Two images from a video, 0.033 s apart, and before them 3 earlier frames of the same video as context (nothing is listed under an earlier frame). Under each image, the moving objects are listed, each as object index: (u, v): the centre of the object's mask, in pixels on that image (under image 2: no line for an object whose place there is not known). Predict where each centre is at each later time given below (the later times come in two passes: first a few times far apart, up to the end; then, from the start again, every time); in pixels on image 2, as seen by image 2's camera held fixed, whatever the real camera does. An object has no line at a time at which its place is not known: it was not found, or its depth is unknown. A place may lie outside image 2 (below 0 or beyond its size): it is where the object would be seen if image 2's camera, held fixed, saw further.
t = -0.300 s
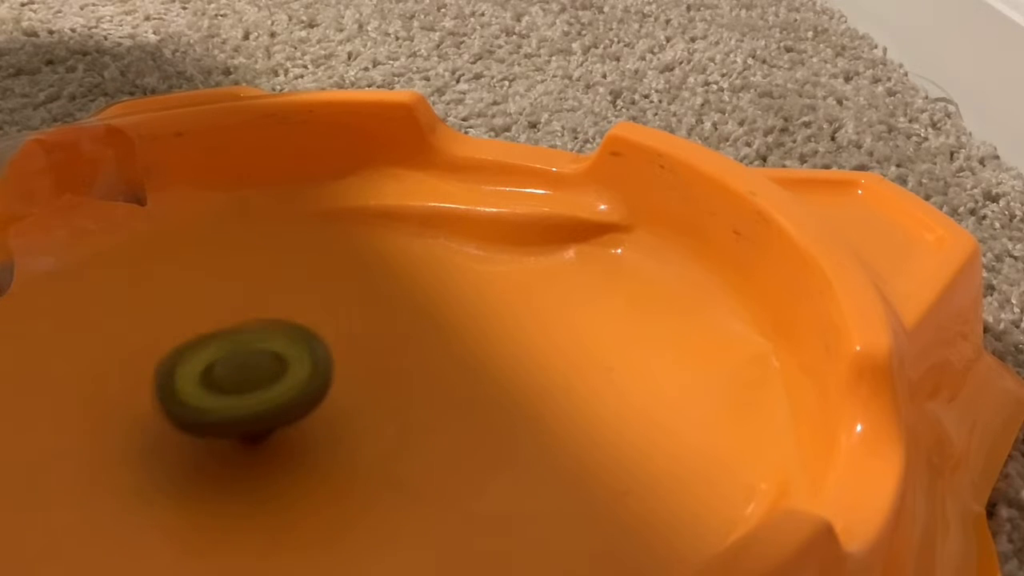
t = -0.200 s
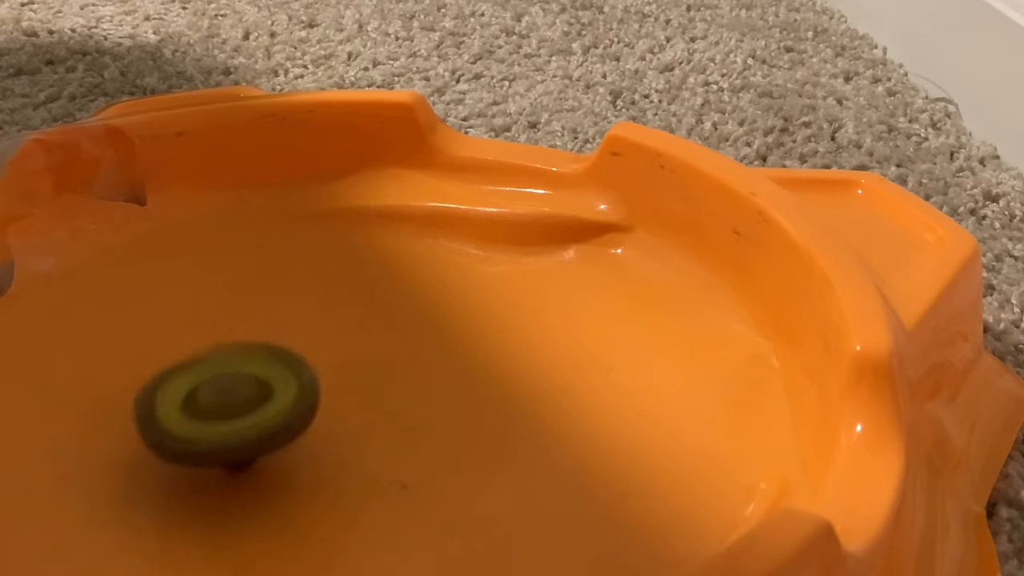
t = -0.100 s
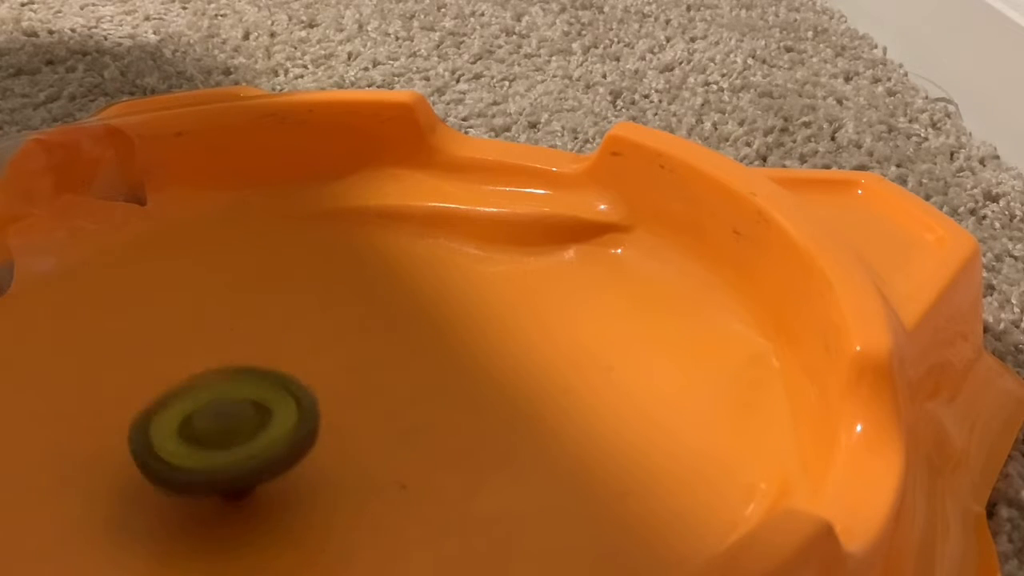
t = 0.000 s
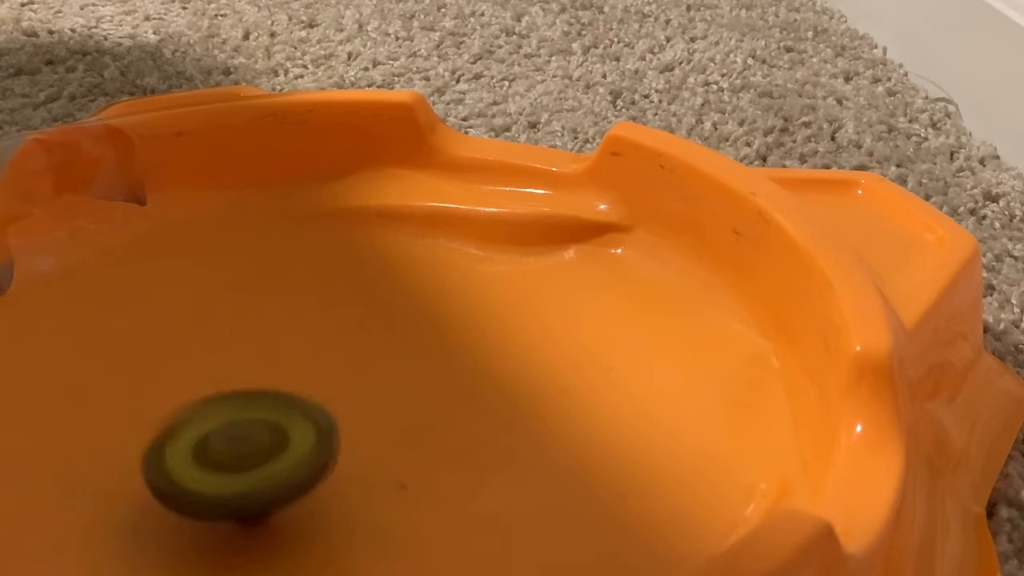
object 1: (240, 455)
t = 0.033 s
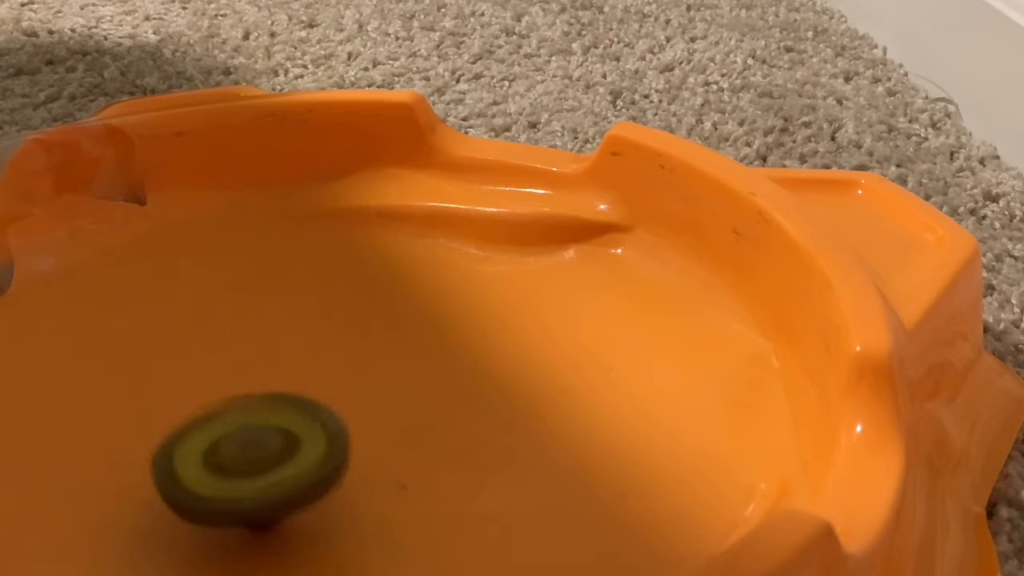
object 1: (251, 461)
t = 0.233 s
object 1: (326, 475)
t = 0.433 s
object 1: (372, 446)
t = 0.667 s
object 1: (338, 409)
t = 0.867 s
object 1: (271, 393)
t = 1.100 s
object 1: (180, 405)
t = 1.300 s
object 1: (129, 424)
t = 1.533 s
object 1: (112, 444)
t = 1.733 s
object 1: (147, 457)
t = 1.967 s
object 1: (232, 445)
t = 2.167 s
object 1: (301, 414)
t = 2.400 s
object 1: (321, 372)
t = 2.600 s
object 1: (283, 361)
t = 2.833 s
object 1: (237, 387)
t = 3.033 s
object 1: (239, 426)
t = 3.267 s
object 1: (290, 452)
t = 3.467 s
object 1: (339, 448)
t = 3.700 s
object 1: (350, 423)
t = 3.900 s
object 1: (319, 405)
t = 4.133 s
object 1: (249, 401)
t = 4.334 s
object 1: (190, 415)
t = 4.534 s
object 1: (146, 437)
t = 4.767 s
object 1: (147, 454)
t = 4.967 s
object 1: (198, 453)
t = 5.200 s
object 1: (273, 430)
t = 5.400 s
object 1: (308, 394)
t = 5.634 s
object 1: (283, 368)
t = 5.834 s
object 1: (243, 375)
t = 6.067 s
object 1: (228, 409)
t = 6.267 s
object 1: (254, 438)
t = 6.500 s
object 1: (308, 446)
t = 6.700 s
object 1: (333, 440)
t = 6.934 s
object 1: (330, 423)
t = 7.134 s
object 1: (302, 406)
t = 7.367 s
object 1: (235, 404)
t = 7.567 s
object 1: (187, 417)
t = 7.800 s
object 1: (159, 435)
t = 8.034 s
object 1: (175, 445)
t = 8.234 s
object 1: (227, 442)
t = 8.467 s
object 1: (295, 418)
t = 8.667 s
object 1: (318, 386)
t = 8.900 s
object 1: (286, 373)
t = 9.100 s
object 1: (252, 387)
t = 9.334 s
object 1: (242, 422)
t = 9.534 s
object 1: (263, 443)
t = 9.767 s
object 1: (295, 447)
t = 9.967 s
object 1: (303, 441)
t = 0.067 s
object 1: (263, 466)
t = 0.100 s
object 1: (274, 470)
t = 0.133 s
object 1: (287, 473)
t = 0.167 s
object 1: (300, 475)
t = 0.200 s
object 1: (313, 476)
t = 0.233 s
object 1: (326, 475)
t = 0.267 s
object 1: (338, 472)
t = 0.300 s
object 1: (348, 469)
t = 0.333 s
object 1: (358, 464)
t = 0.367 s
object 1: (365, 459)
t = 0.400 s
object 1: (370, 452)
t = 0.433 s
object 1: (372, 446)
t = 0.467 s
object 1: (372, 440)
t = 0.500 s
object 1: (370, 434)
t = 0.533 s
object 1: (366, 428)
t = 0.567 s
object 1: (361, 422)
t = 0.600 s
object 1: (353, 418)
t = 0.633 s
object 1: (346, 414)
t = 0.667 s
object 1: (338, 409)
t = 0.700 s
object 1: (329, 405)
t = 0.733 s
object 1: (321, 402)
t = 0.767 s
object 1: (309, 399)
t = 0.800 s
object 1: (297, 396)
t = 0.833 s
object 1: (285, 394)
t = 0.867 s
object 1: (271, 393)
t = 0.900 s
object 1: (257, 394)
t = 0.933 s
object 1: (242, 395)
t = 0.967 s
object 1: (225, 397)
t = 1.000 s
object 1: (212, 398)
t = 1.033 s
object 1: (198, 401)
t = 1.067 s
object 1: (188, 402)
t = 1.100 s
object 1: (180, 405)
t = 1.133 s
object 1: (171, 409)
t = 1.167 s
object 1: (161, 412)
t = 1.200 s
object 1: (151, 415)
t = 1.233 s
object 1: (143, 419)
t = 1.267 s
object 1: (136, 421)
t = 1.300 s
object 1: (129, 424)
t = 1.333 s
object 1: (124, 427)
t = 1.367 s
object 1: (120, 430)
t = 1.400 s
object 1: (116, 433)
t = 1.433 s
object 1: (113, 435)
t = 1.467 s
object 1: (112, 438)
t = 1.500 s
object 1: (111, 441)
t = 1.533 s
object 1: (112, 444)
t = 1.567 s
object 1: (114, 447)
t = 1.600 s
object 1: (118, 450)
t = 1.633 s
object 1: (123, 452)
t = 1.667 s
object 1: (129, 454)
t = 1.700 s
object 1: (138, 456)
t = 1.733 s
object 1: (147, 457)
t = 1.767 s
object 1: (158, 457)
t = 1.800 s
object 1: (170, 456)
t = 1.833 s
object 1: (182, 454)
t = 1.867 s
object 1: (193, 452)
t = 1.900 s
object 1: (206, 450)
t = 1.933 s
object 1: (219, 447)
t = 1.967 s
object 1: (232, 445)
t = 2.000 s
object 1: (246, 441)
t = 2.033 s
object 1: (259, 438)
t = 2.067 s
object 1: (271, 433)
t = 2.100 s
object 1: (283, 427)
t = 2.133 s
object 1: (293, 421)
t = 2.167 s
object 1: (301, 414)
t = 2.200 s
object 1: (310, 407)
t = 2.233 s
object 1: (317, 400)
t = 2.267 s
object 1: (321, 394)
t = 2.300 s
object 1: (325, 388)
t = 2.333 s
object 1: (325, 382)
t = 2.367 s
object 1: (324, 377)
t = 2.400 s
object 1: (321, 372)
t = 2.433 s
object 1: (317, 368)
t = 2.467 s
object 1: (311, 365)
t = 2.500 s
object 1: (305, 363)
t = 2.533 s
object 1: (298, 362)
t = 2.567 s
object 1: (290, 361)
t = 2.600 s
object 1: (283, 361)
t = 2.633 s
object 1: (275, 362)
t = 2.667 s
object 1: (267, 364)
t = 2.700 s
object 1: (260, 367)
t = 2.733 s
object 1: (252, 371)
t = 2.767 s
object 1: (244, 376)
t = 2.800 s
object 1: (239, 381)
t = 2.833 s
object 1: (237, 387)
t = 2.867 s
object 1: (235, 393)
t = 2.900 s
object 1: (233, 400)
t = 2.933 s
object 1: (232, 406)
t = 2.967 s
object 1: (233, 413)
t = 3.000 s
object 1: (235, 420)
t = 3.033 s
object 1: (239, 426)
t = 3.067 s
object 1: (243, 432)
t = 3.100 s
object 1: (248, 437)
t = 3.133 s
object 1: (256, 441)
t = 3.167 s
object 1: (263, 445)
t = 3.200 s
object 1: (272, 447)
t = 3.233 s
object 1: (281, 449)
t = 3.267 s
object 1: (290, 452)
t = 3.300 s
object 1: (300, 453)
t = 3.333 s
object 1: (309, 453)
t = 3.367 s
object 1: (318, 453)
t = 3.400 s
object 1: (325, 452)
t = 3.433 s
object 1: (333, 450)
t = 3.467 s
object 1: (339, 448)
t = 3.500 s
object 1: (345, 445)
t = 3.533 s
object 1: (349, 442)
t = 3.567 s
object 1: (352, 439)
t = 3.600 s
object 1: (354, 435)
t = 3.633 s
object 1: (354, 431)
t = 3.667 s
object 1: (353, 427)
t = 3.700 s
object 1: (350, 423)
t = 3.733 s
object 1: (346, 420)
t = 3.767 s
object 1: (341, 417)
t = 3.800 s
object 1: (336, 414)
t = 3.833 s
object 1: (331, 411)
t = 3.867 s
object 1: (325, 408)
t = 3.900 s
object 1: (319, 405)
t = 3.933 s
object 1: (311, 402)
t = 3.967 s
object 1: (303, 400)
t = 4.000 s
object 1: (292, 399)
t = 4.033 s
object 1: (282, 398)
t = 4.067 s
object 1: (272, 399)
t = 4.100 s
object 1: (260, 400)
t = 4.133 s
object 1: (249, 401)
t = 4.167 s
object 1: (238, 402)
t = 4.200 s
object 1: (227, 405)
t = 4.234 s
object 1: (216, 407)
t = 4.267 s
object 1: (207, 409)
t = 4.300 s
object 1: (198, 412)
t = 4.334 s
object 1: (190, 415)
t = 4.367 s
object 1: (181, 419)
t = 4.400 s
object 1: (173, 423)
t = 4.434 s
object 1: (167, 427)
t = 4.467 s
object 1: (160, 430)
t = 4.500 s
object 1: (152, 434)
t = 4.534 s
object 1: (146, 437)
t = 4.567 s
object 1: (142, 440)
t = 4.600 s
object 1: (140, 442)
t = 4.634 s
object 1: (138, 445)
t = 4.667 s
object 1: (138, 448)
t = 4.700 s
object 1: (140, 450)
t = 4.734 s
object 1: (143, 452)
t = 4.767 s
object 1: (147, 454)
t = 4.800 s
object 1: (152, 455)
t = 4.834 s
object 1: (159, 456)
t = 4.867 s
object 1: (167, 456)
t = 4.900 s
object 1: (176, 456)
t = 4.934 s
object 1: (187, 454)
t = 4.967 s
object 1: (198, 453)
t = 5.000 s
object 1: (208, 450)
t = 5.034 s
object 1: (218, 448)
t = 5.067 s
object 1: (230, 445)
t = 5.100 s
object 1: (243, 442)
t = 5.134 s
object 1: (253, 439)
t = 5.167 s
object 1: (263, 435)
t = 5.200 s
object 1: (273, 430)
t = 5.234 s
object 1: (282, 424)
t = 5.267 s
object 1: (289, 418)
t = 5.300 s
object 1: (295, 411)
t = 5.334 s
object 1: (300, 406)
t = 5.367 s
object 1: (305, 400)
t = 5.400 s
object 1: (308, 394)
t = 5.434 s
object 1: (309, 389)
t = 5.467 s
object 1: (308, 384)
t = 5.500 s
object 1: (305, 379)
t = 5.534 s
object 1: (301, 375)
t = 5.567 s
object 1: (296, 372)
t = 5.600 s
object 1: (289, 370)
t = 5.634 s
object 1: (283, 368)
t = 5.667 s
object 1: (276, 368)
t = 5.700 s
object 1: (270, 368)
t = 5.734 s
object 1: (264, 369)
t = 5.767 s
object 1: (256, 370)
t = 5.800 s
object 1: (249, 372)
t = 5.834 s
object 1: (243, 375)
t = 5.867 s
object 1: (237, 379)
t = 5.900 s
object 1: (234, 383)
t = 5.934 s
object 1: (232, 388)
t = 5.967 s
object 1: (230, 392)
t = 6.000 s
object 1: (229, 397)
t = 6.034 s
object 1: (228, 403)
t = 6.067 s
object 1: (228, 409)
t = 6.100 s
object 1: (230, 414)
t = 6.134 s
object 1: (234, 420)
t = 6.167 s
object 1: (238, 424)
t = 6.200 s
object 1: (242, 429)
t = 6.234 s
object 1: (247, 434)
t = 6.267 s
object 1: (254, 438)
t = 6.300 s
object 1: (262, 441)
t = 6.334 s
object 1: (271, 443)
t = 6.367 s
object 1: (279, 445)
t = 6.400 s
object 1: (287, 446)
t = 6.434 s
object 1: (295, 446)
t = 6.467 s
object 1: (302, 447)
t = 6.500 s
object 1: (308, 446)
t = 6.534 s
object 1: (314, 446)
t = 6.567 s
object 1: (320, 446)
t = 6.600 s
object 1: (324, 444)
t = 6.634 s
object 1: (327, 443)
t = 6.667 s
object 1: (330, 442)
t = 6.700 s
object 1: (333, 440)
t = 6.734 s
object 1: (335, 438)
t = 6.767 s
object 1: (336, 436)
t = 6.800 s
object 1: (337, 434)
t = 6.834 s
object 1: (337, 431)
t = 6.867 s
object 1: (336, 428)
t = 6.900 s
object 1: (333, 426)
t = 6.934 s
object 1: (330, 423)
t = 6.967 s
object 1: (326, 421)
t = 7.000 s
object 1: (322, 418)
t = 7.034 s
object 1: (318, 415)
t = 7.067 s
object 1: (313, 412)
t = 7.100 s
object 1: (308, 409)
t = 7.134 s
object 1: (302, 406)
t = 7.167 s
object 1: (295, 404)
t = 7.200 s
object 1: (286, 402)
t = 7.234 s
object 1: (277, 402)
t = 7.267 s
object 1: (266, 402)
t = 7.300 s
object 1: (256, 402)
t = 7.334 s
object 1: (245, 403)
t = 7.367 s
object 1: (235, 404)
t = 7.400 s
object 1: (226, 406)
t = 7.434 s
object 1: (217, 407)
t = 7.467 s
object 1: (208, 409)
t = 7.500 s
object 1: (201, 412)
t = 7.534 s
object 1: (194, 414)
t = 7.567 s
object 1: (187, 417)
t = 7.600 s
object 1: (182, 420)
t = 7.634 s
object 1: (177, 423)
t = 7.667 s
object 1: (171, 426)
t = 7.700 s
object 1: (167, 428)
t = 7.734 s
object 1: (163, 430)
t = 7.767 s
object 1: (161, 432)
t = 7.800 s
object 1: (159, 435)
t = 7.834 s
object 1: (158, 436)
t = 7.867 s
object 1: (157, 438)
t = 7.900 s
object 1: (158, 440)
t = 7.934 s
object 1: (160, 441)
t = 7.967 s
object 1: (164, 443)
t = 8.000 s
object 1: (169, 444)
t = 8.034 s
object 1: (175, 445)
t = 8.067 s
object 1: (182, 446)
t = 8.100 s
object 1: (189, 445)
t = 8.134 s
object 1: (198, 444)
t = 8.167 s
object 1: (207, 444)
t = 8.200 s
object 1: (217, 443)
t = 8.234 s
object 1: (227, 442)
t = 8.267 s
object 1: (237, 441)
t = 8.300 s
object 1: (248, 439)
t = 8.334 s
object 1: (258, 436)
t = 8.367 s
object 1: (268, 433)
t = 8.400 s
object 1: (278, 429)
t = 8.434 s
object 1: (286, 423)
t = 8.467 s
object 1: (295, 418)
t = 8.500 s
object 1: (301, 412)
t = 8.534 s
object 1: (308, 407)
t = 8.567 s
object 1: (313, 402)
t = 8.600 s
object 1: (316, 397)
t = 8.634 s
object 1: (318, 391)
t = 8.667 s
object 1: (318, 386)
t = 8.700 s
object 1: (317, 382)
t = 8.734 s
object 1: (314, 379)
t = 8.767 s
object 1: (310, 376)
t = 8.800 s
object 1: (306, 374)
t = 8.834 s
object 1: (300, 373)
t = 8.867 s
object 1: (293, 373)
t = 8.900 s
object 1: (286, 373)
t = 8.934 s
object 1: (279, 374)
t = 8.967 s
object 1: (273, 375)
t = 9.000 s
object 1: (266, 378)
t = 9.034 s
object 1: (260, 380)
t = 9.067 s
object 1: (256, 383)
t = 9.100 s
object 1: (252, 387)
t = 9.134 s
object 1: (249, 392)
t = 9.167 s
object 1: (245, 397)
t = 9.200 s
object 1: (242, 402)
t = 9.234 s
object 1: (240, 406)
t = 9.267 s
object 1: (240, 411)
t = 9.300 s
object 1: (241, 416)
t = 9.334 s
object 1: (242, 422)
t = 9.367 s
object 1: (244, 426)
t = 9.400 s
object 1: (247, 430)
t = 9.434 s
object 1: (250, 435)
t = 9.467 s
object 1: (254, 438)
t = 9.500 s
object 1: (258, 441)
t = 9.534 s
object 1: (263, 443)
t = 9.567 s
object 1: (268, 444)
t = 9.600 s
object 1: (274, 445)
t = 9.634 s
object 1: (279, 447)
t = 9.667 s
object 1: (284, 447)
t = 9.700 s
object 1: (289, 447)
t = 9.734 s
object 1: (292, 448)
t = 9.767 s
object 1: (295, 447)
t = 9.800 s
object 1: (297, 447)
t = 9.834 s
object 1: (299, 446)
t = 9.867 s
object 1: (301, 445)
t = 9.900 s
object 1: (302, 444)
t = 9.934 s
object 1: (303, 442)
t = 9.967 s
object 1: (303, 441)
